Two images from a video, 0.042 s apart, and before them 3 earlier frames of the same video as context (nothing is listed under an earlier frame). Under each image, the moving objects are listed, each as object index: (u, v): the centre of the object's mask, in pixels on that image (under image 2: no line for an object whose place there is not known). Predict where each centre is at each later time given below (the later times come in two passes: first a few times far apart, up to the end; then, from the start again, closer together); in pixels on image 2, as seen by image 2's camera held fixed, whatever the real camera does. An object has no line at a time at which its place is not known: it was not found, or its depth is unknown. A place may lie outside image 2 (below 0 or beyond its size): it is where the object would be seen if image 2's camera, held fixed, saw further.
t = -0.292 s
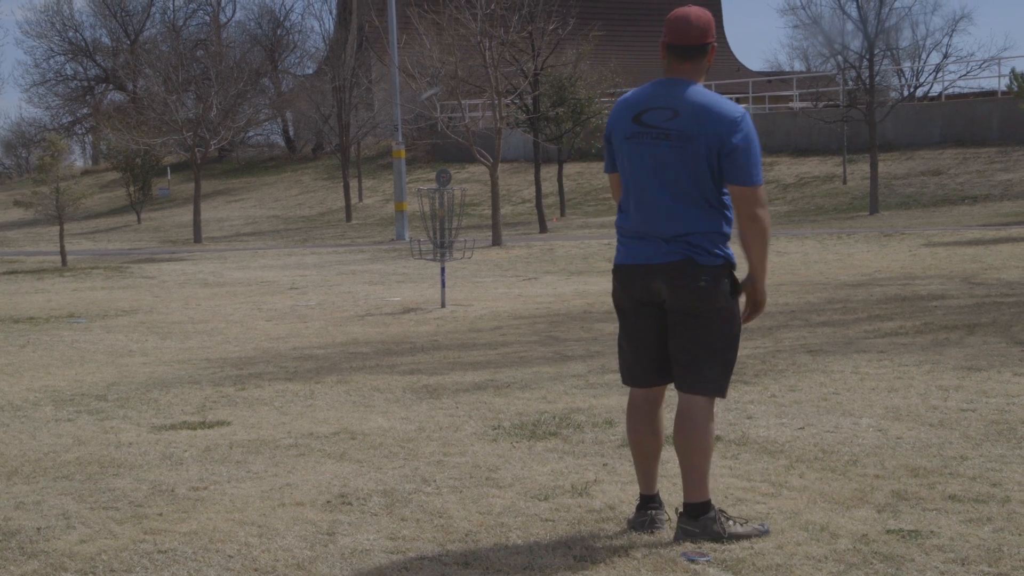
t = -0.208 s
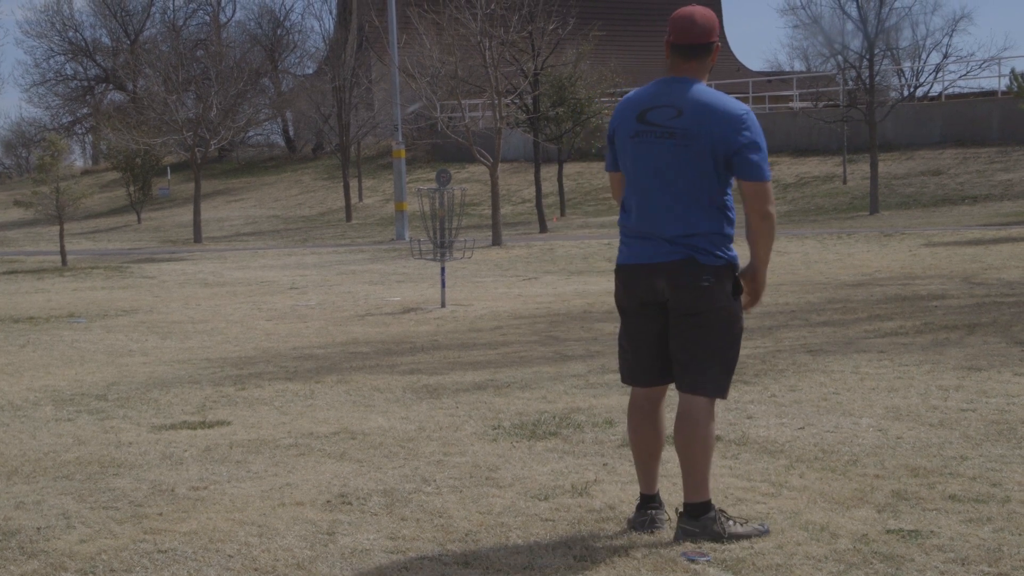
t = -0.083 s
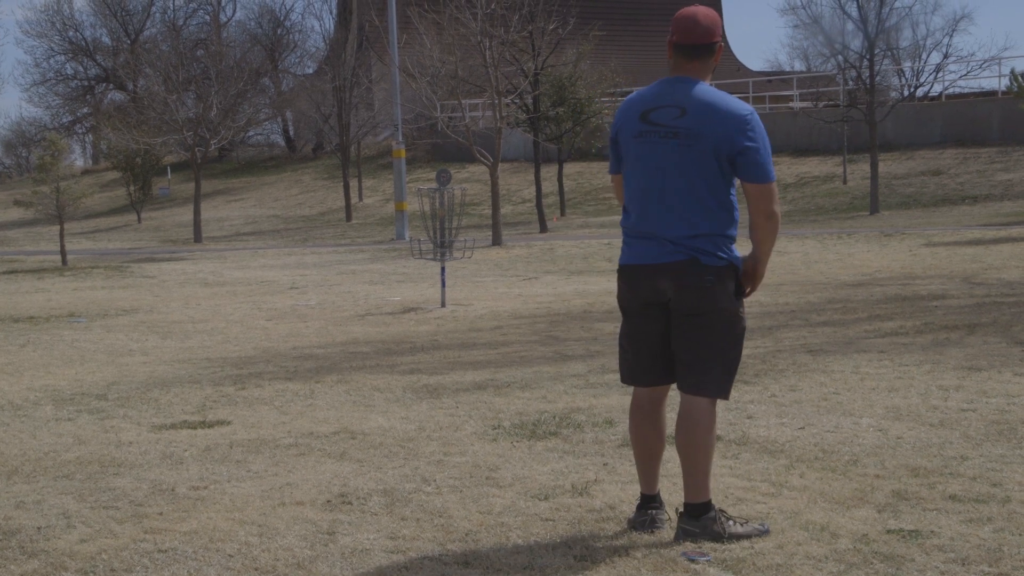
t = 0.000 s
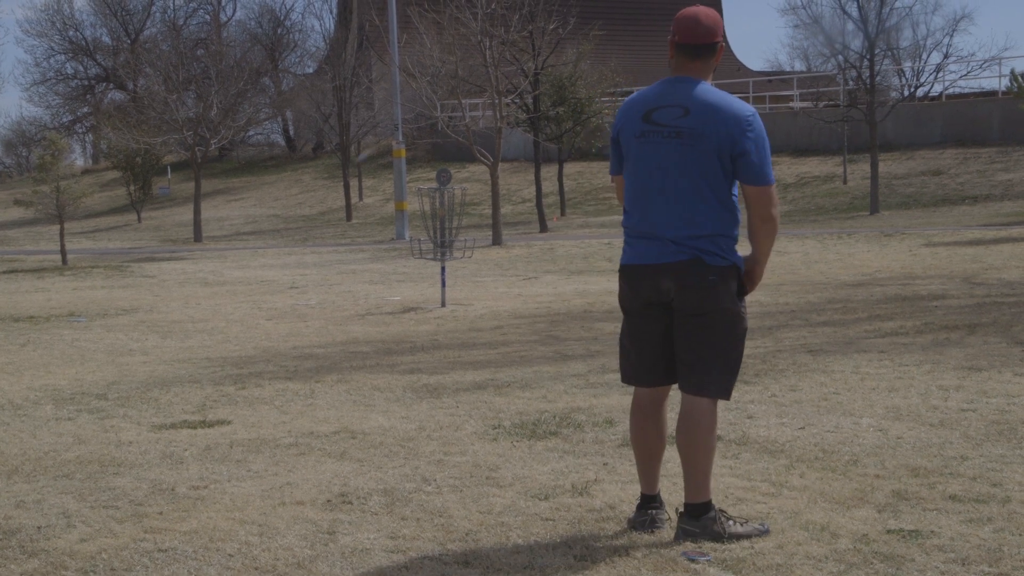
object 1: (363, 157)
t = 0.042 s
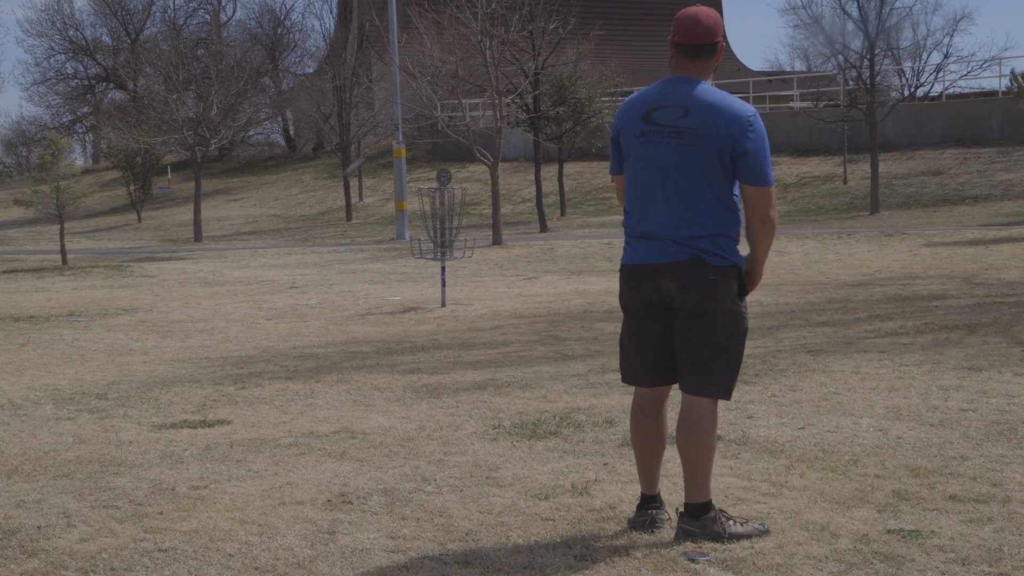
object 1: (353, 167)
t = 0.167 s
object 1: (318, 205)
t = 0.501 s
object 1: (214, 304)
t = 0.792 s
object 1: (187, 301)
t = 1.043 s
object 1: (152, 303)
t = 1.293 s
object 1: (138, 306)
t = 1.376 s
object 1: (142, 306)
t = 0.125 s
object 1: (328, 192)
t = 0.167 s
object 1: (318, 205)
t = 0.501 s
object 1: (214, 304)
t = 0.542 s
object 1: (211, 302)
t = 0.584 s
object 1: (208, 301)
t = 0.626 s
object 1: (204, 300)
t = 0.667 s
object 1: (201, 301)
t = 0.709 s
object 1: (196, 303)
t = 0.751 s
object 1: (192, 302)
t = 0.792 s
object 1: (187, 301)
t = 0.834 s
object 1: (181, 301)
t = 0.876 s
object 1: (175, 302)
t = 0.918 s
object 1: (169, 303)
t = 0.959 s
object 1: (163, 304)
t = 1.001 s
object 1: (157, 304)
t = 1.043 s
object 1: (152, 303)
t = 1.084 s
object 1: (148, 303)
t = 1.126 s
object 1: (144, 303)
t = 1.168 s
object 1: (140, 306)
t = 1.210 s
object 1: (137, 307)
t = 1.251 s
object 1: (137, 308)
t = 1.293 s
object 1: (138, 306)
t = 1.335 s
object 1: (139, 305)
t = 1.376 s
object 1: (142, 306)
